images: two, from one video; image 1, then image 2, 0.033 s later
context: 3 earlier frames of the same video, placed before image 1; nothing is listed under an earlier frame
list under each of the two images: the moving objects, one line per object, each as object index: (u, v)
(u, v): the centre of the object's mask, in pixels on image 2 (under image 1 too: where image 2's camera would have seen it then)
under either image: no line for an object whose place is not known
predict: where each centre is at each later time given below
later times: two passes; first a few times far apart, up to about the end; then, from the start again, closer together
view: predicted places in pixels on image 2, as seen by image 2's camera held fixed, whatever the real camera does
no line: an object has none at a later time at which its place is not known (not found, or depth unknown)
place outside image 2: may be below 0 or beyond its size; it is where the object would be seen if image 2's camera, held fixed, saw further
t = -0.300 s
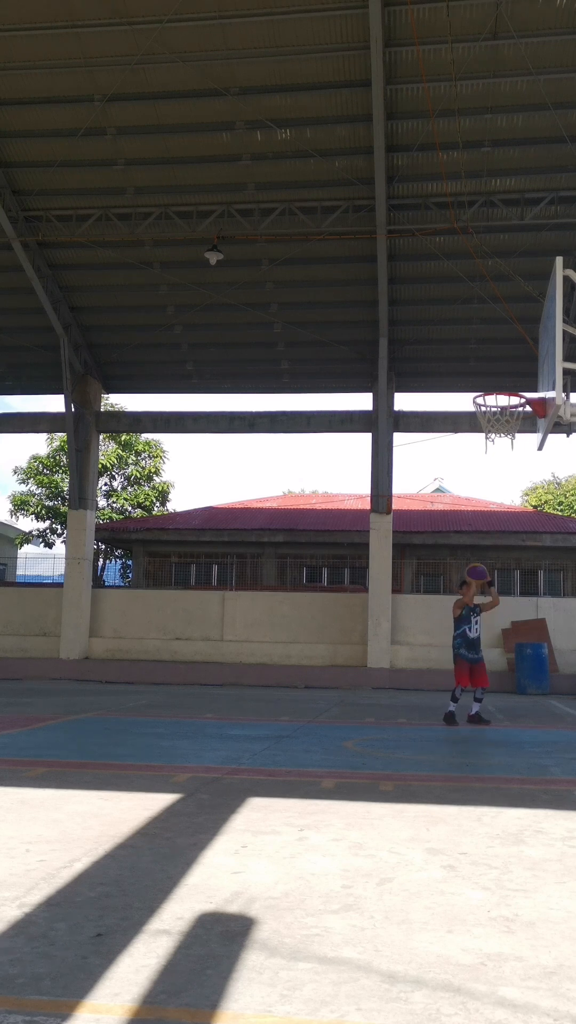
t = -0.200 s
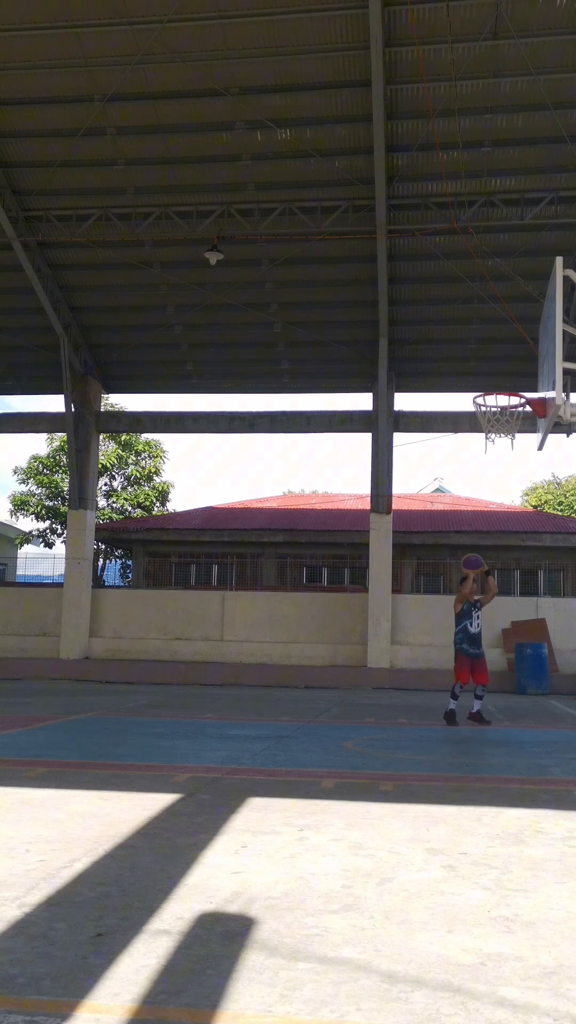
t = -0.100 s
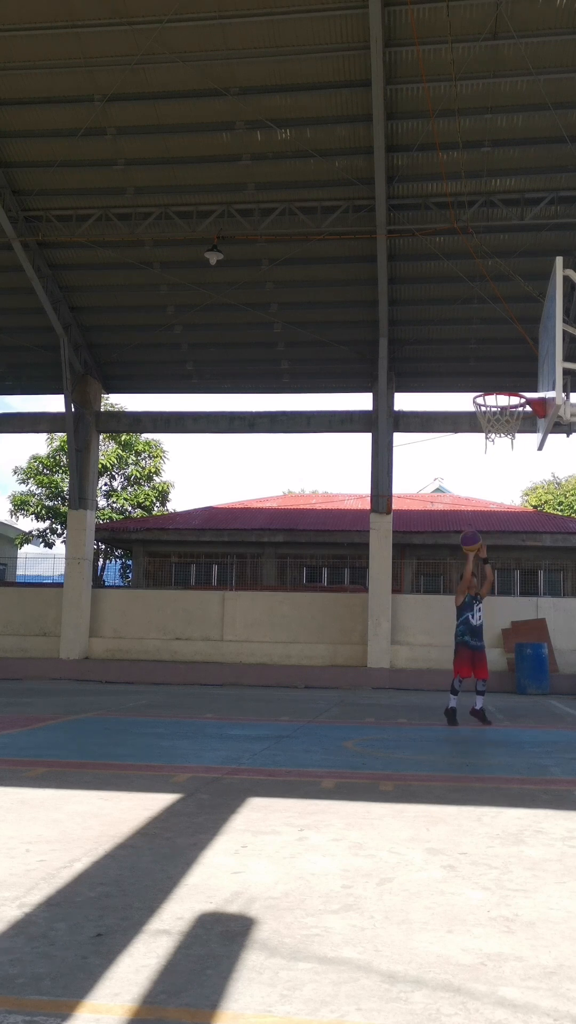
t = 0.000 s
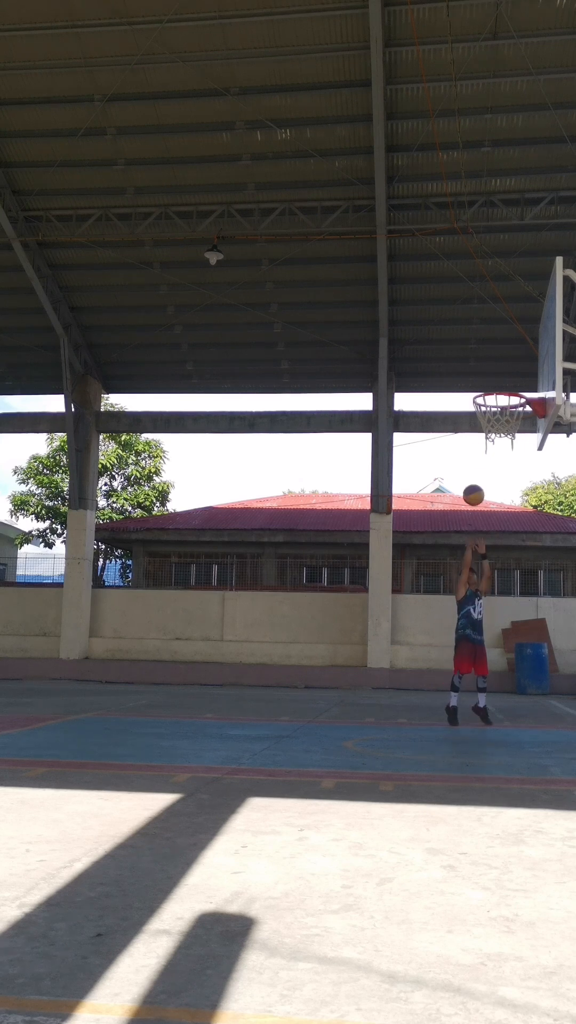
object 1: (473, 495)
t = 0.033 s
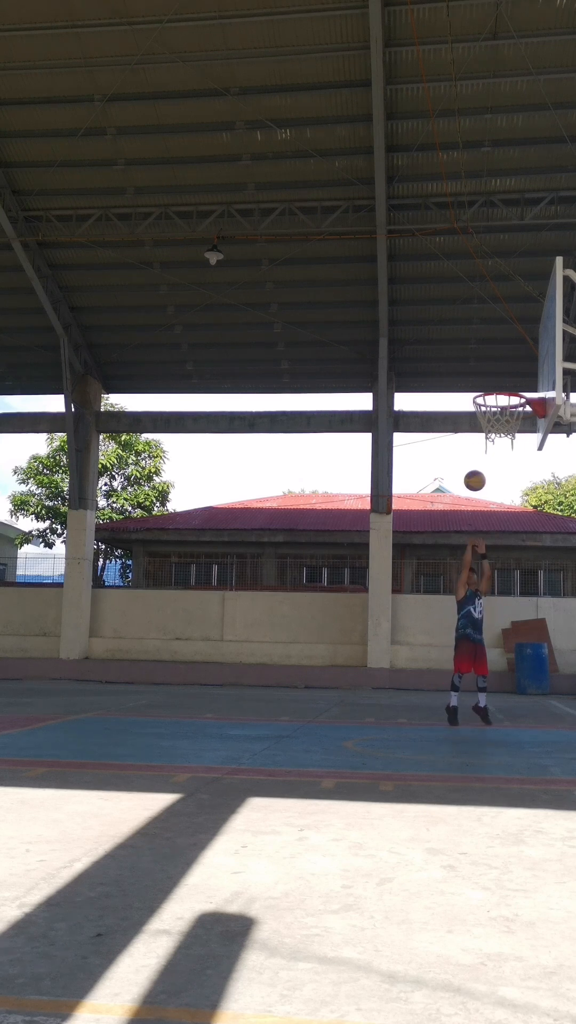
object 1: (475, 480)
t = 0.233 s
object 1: (477, 412)
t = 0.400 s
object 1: (489, 381)
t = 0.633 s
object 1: (499, 378)
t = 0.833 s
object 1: (509, 417)
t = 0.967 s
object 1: (501, 422)
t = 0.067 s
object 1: (476, 467)
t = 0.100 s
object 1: (477, 455)
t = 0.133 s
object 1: (478, 443)
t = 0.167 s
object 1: (477, 434)
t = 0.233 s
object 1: (477, 412)
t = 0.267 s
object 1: (485, 401)
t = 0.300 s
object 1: (484, 398)
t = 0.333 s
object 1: (486, 391)
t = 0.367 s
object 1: (487, 384)
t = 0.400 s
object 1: (489, 381)
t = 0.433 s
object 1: (490, 378)
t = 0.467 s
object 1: (492, 375)
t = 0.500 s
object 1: (493, 374)
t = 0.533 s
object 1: (495, 374)
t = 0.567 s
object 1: (496, 375)
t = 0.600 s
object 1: (498, 376)
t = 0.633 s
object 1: (499, 378)
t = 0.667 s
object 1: (501, 381)
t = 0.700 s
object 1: (503, 388)
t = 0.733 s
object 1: (504, 396)
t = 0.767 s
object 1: (506, 403)
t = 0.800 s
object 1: (507, 412)
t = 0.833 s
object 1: (509, 417)
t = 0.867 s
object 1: (507, 419)
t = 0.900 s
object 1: (505, 419)
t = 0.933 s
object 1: (503, 421)
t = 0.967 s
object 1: (501, 422)
